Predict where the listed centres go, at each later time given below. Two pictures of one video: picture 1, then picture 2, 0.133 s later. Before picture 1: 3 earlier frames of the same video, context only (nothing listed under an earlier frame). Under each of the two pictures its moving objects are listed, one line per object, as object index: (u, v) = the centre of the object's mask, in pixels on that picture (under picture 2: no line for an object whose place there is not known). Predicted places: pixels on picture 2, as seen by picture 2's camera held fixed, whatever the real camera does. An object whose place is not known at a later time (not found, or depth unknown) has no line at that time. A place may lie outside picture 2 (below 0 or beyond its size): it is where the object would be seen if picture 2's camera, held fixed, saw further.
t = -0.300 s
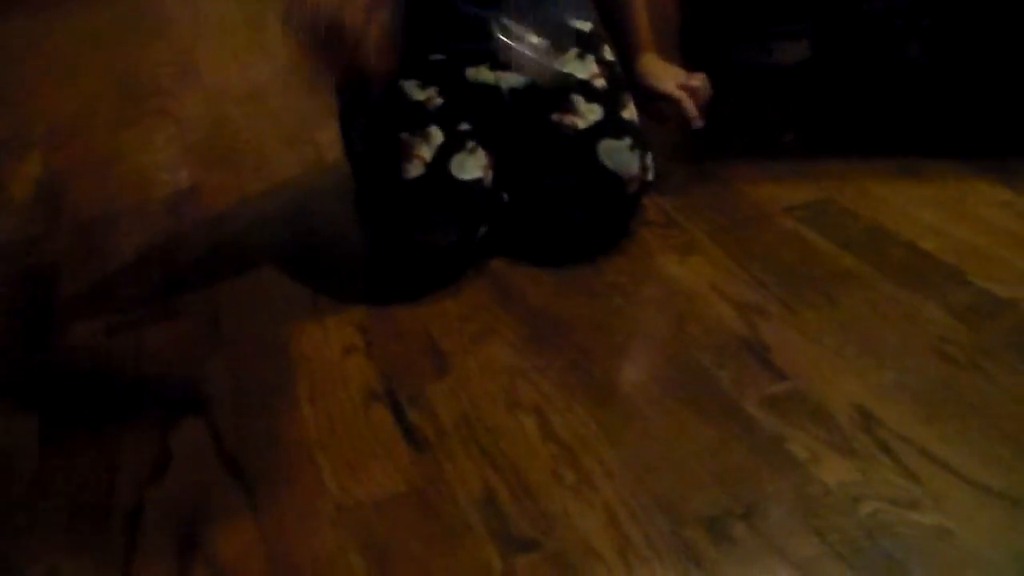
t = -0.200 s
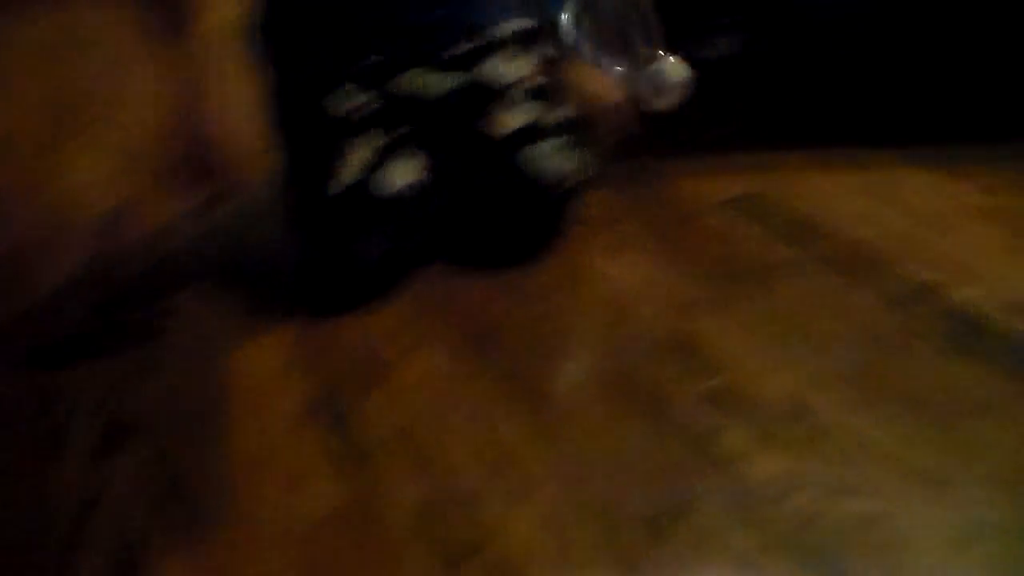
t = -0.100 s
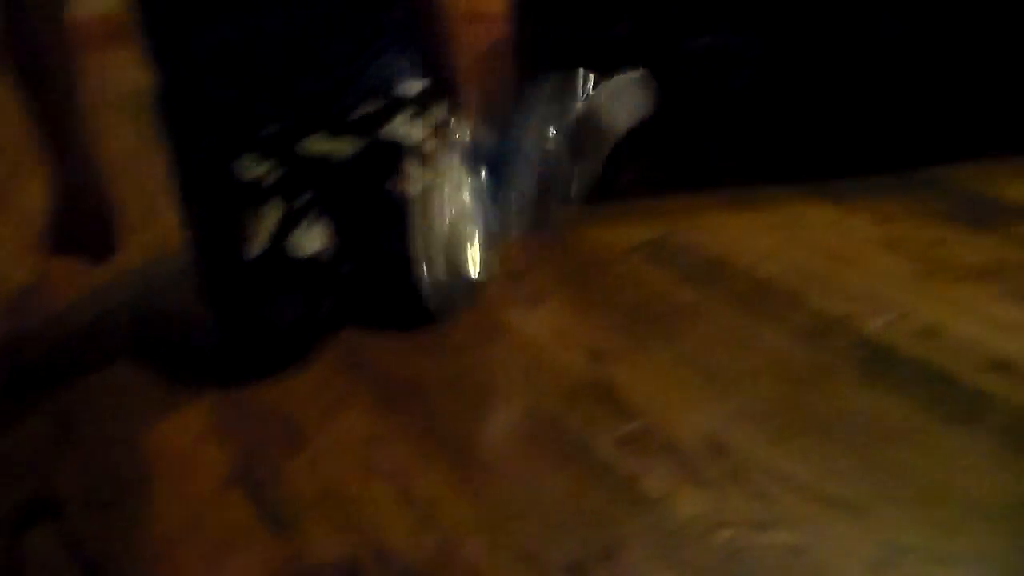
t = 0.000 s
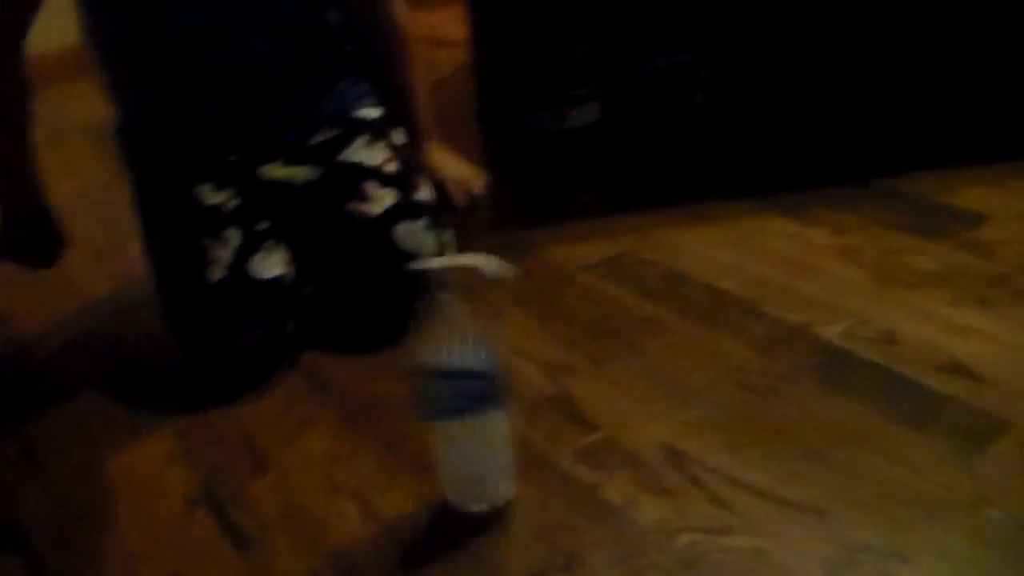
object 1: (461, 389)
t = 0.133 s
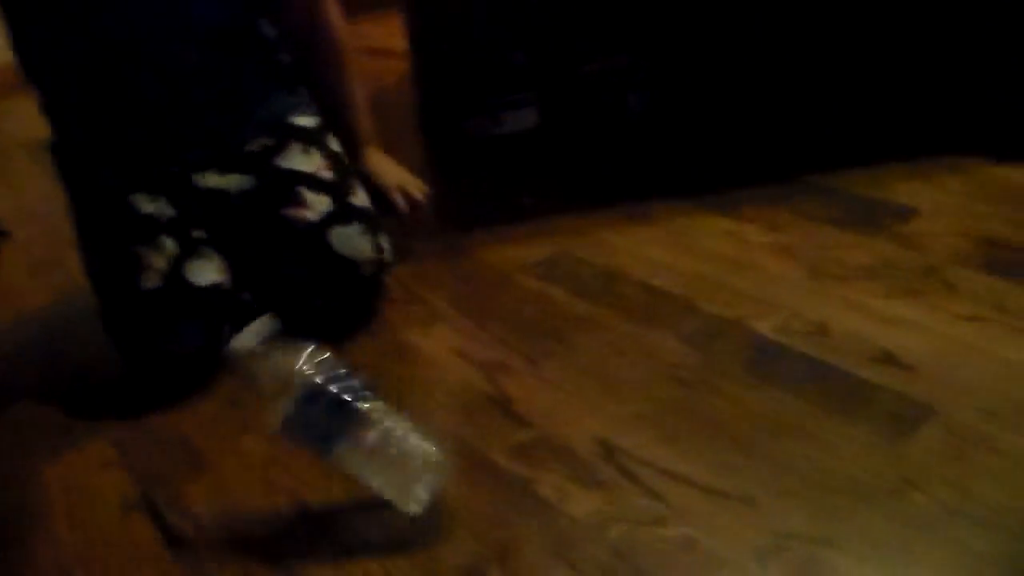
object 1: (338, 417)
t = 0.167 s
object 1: (328, 439)
